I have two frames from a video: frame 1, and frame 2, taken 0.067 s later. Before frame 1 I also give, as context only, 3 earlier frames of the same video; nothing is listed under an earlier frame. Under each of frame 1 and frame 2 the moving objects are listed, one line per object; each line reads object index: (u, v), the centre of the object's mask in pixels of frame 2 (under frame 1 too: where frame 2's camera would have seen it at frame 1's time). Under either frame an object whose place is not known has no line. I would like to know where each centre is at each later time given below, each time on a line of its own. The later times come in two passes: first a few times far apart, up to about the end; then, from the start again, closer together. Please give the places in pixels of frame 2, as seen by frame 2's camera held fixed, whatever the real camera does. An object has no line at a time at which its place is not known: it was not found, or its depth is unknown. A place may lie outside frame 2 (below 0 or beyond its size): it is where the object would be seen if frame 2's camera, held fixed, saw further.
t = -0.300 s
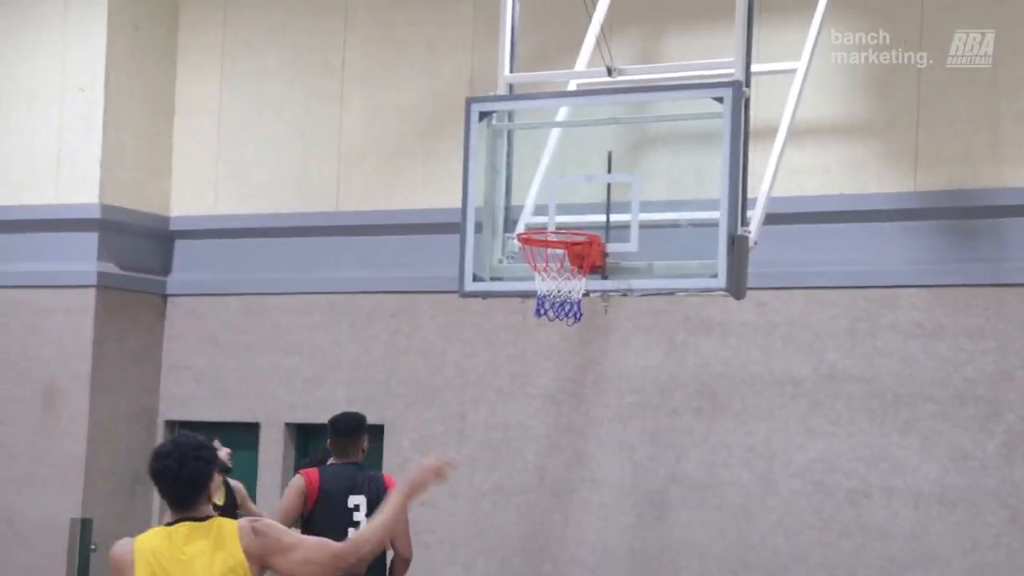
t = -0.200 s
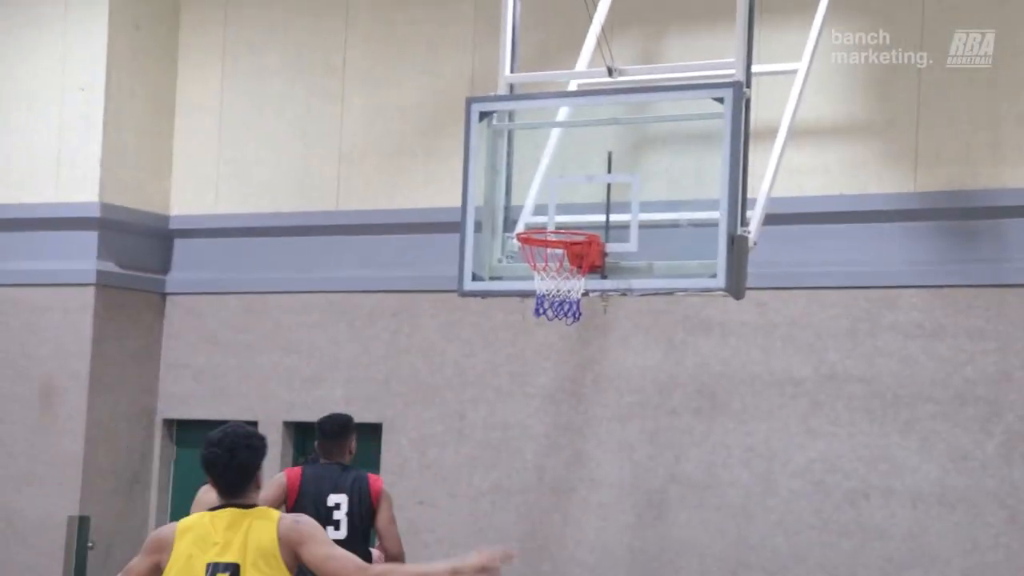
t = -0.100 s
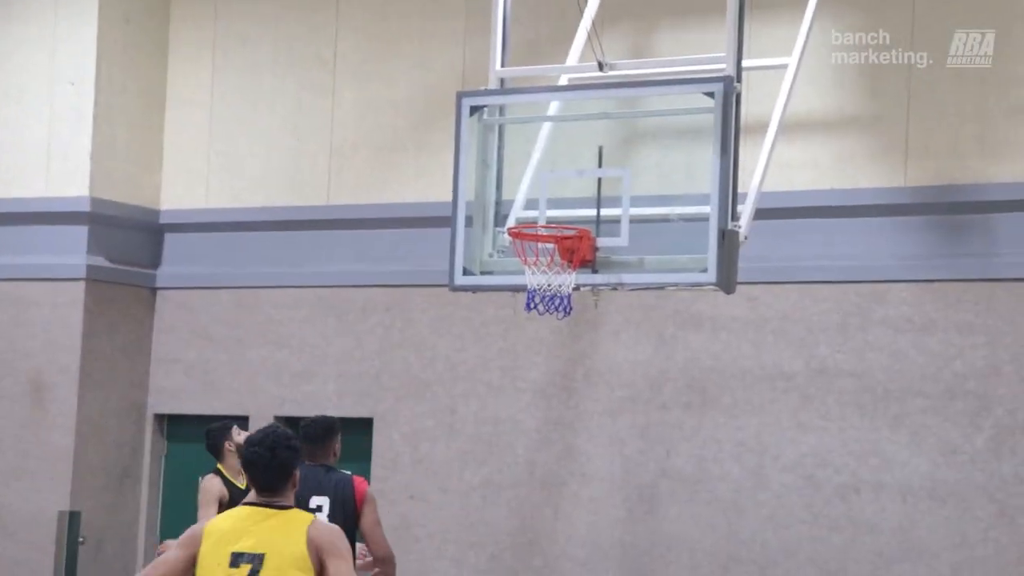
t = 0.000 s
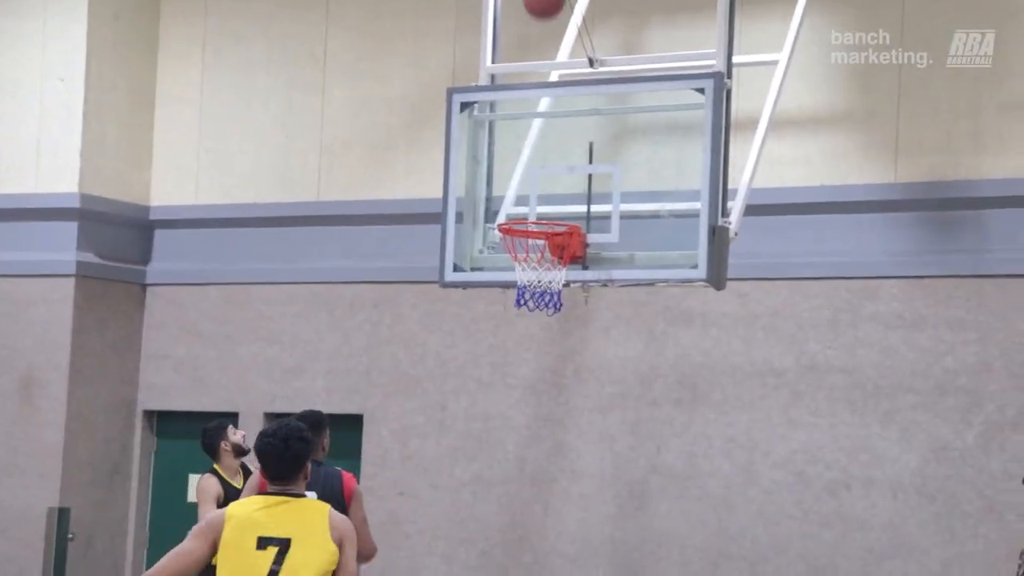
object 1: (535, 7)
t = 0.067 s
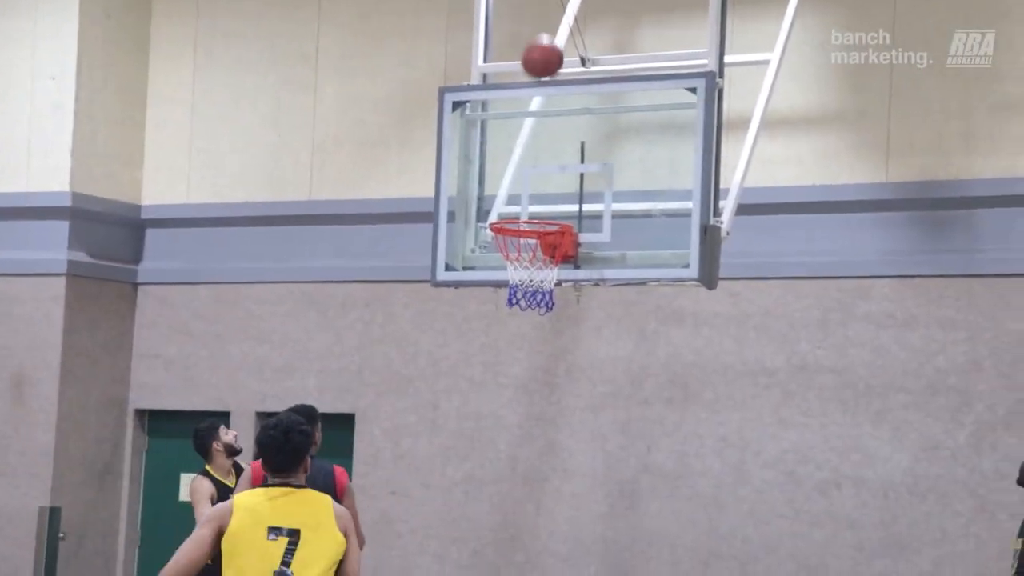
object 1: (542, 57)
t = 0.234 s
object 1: (552, 202)
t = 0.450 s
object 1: (519, 134)
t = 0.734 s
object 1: (470, 157)
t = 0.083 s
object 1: (543, 74)
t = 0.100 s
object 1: (544, 92)
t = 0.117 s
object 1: (546, 107)
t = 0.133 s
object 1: (547, 124)
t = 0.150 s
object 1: (548, 143)
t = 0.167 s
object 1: (550, 159)
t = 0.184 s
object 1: (551, 177)
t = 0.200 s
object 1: (552, 194)
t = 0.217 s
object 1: (554, 207)
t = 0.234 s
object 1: (552, 202)
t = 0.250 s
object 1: (549, 196)
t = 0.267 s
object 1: (547, 188)
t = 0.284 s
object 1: (545, 181)
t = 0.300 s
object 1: (542, 174)
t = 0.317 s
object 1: (540, 167)
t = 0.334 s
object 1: (537, 162)
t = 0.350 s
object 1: (535, 157)
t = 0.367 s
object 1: (532, 152)
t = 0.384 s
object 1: (530, 148)
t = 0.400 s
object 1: (527, 144)
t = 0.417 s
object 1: (525, 140)
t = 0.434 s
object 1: (522, 137)
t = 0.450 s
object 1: (519, 134)
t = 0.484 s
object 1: (514, 131)
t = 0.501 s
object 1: (511, 129)
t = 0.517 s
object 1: (508, 128)
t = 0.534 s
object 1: (506, 127)
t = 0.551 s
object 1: (503, 127)
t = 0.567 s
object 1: (500, 127)
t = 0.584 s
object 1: (497, 128)
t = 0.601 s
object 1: (494, 129)
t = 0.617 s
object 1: (491, 131)
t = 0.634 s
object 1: (488, 134)
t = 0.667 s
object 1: (482, 140)
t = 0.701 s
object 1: (476, 147)
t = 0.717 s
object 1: (473, 152)
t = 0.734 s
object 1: (470, 157)
